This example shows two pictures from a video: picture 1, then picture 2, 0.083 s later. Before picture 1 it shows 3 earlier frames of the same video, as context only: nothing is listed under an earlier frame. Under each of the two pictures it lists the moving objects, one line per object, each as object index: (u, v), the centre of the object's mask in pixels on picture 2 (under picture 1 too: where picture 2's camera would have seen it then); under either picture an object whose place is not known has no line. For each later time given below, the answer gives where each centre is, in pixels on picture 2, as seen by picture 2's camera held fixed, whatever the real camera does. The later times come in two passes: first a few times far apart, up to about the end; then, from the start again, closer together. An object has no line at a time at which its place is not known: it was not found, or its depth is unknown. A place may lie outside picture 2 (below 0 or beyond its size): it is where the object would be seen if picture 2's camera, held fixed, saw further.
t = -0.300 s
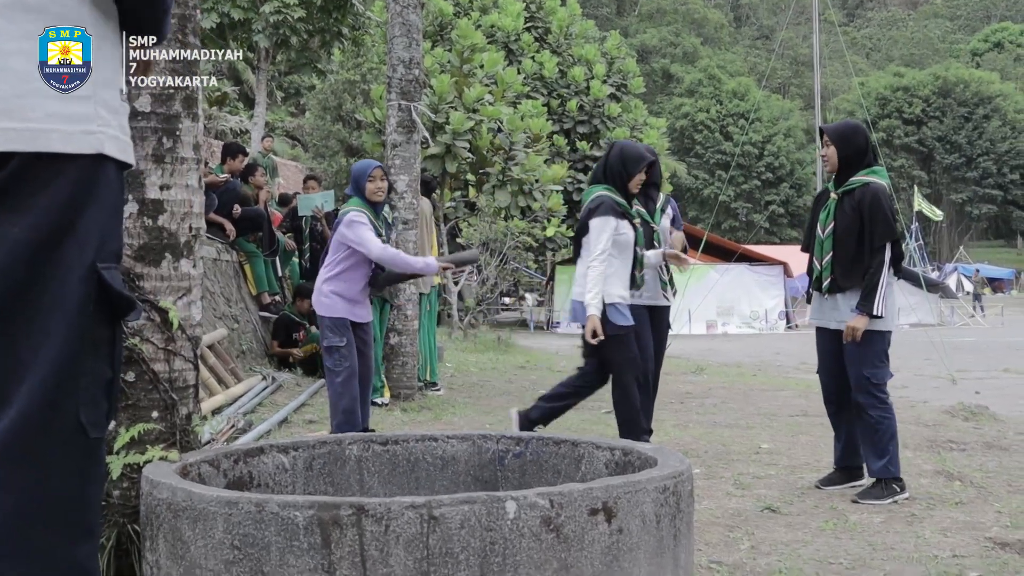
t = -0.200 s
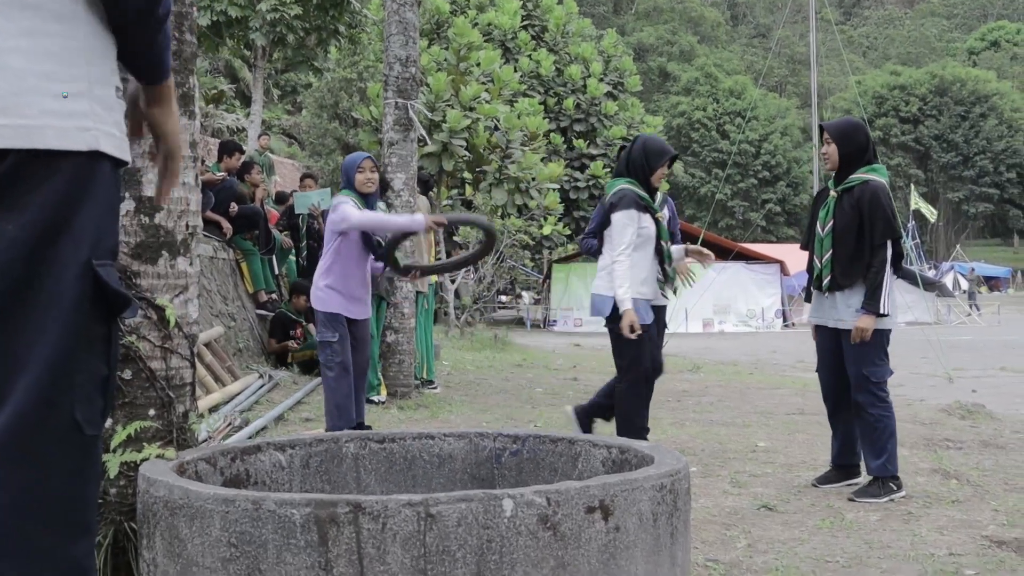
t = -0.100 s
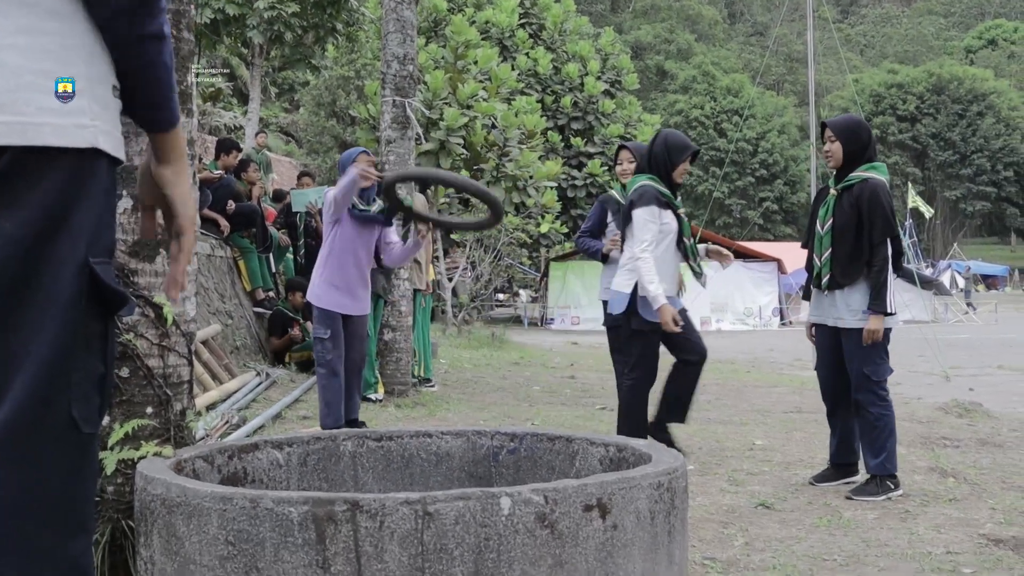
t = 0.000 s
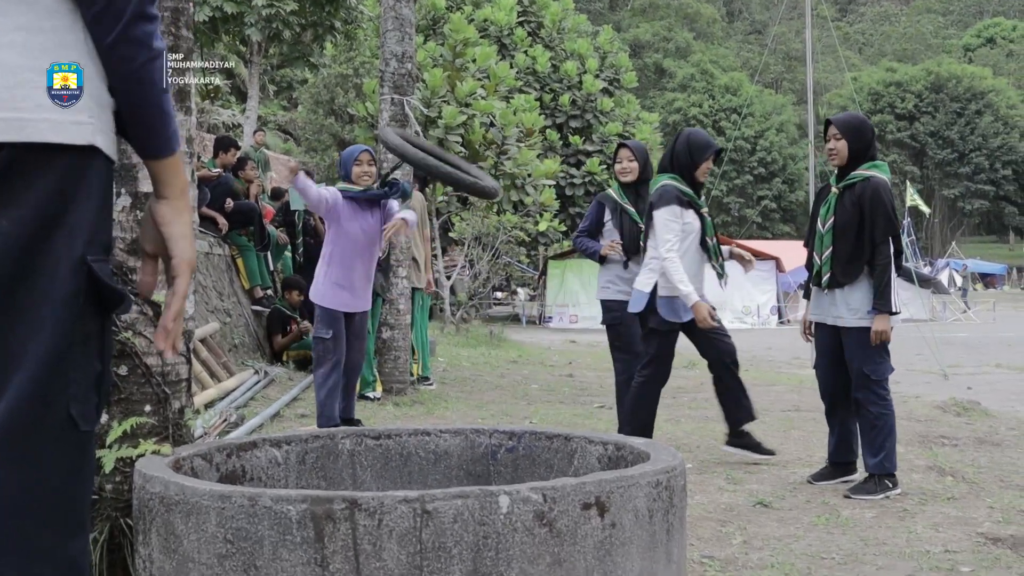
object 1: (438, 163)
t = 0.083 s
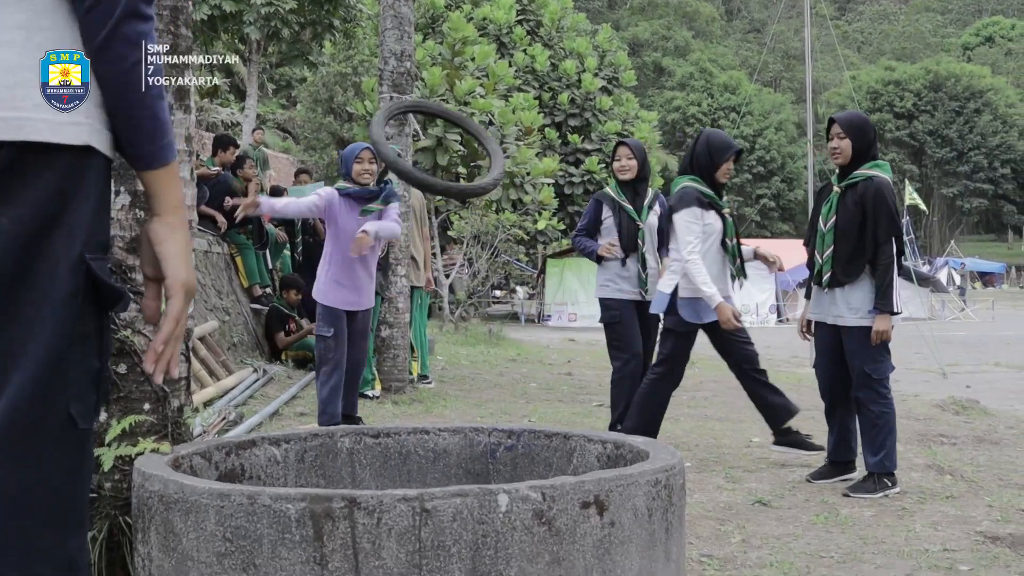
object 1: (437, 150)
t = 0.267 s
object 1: (439, 183)
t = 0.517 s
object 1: (475, 401)
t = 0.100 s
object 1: (437, 148)
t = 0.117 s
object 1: (437, 149)
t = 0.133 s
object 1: (437, 149)
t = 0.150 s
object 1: (437, 150)
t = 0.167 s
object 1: (437, 152)
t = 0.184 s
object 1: (437, 155)
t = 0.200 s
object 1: (437, 159)
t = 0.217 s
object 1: (437, 163)
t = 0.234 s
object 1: (437, 169)
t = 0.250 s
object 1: (438, 176)
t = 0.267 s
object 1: (439, 183)
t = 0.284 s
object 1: (439, 191)
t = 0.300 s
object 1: (438, 201)
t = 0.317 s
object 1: (439, 212)
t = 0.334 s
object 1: (439, 224)
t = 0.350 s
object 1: (439, 238)
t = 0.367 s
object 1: (439, 253)
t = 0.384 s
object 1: (439, 269)
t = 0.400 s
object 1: (439, 288)
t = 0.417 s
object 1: (439, 307)
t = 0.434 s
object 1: (440, 327)
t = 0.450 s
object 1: (441, 343)
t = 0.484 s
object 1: (451, 372)
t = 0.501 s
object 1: (460, 385)
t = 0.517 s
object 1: (475, 401)
